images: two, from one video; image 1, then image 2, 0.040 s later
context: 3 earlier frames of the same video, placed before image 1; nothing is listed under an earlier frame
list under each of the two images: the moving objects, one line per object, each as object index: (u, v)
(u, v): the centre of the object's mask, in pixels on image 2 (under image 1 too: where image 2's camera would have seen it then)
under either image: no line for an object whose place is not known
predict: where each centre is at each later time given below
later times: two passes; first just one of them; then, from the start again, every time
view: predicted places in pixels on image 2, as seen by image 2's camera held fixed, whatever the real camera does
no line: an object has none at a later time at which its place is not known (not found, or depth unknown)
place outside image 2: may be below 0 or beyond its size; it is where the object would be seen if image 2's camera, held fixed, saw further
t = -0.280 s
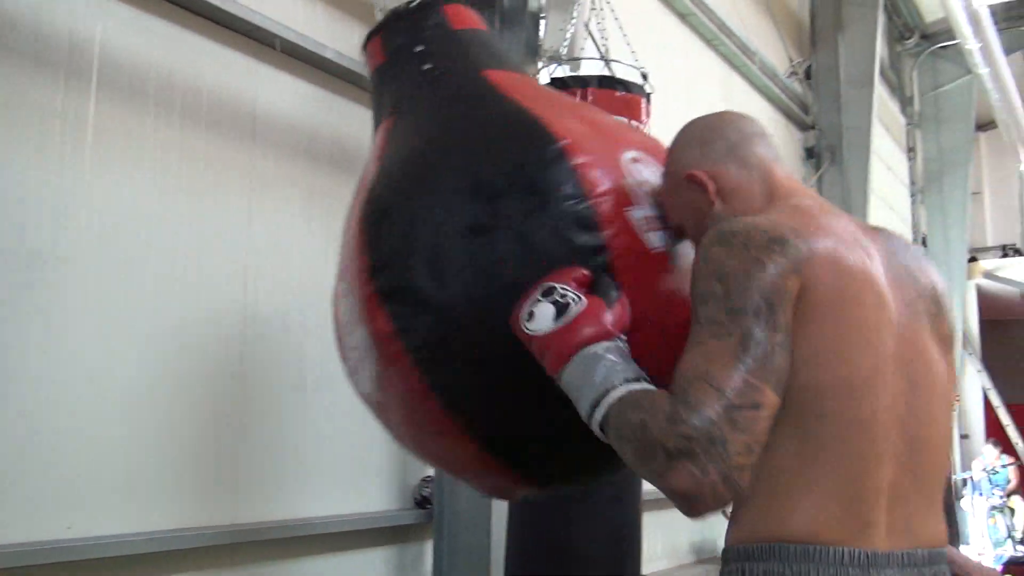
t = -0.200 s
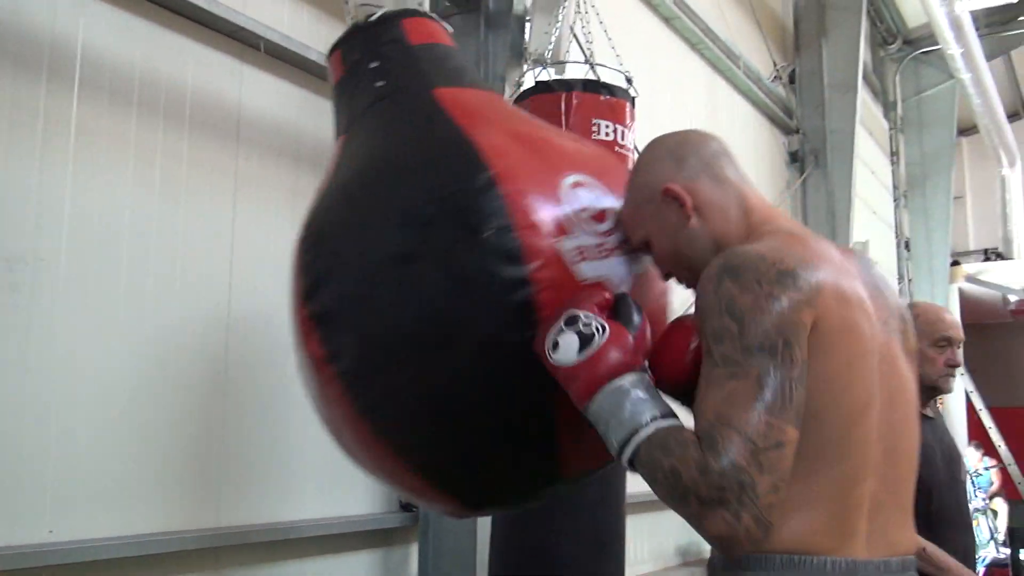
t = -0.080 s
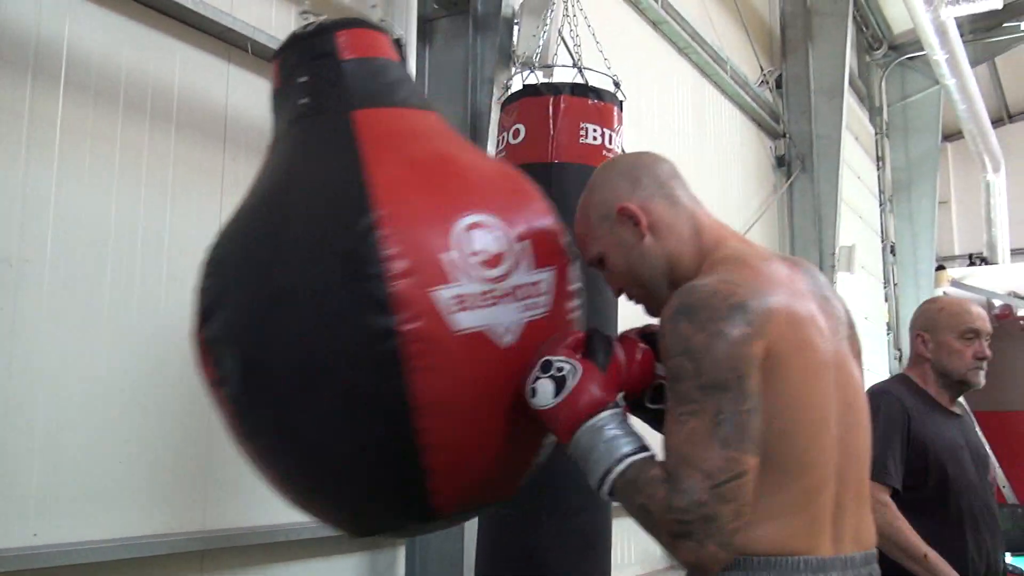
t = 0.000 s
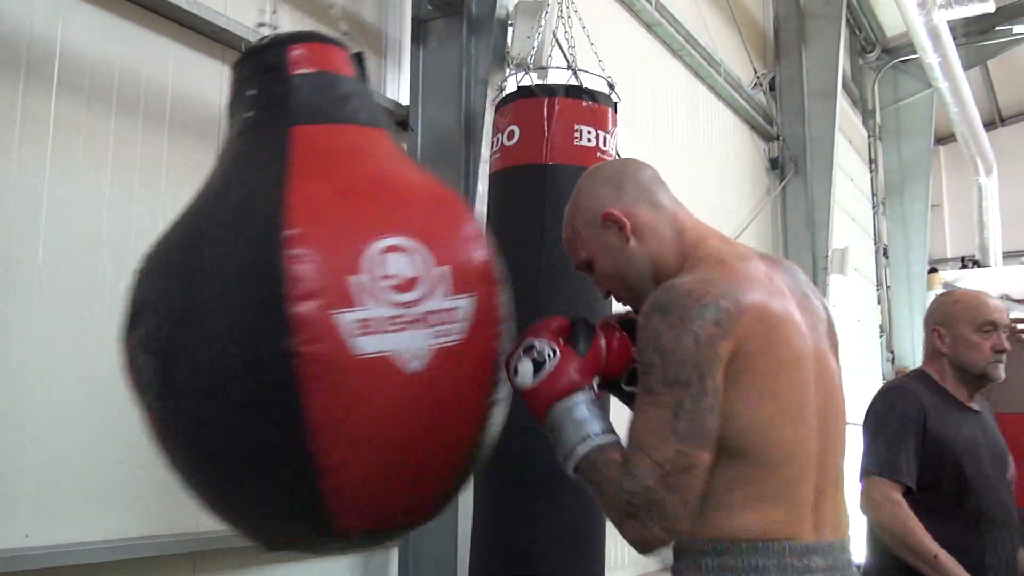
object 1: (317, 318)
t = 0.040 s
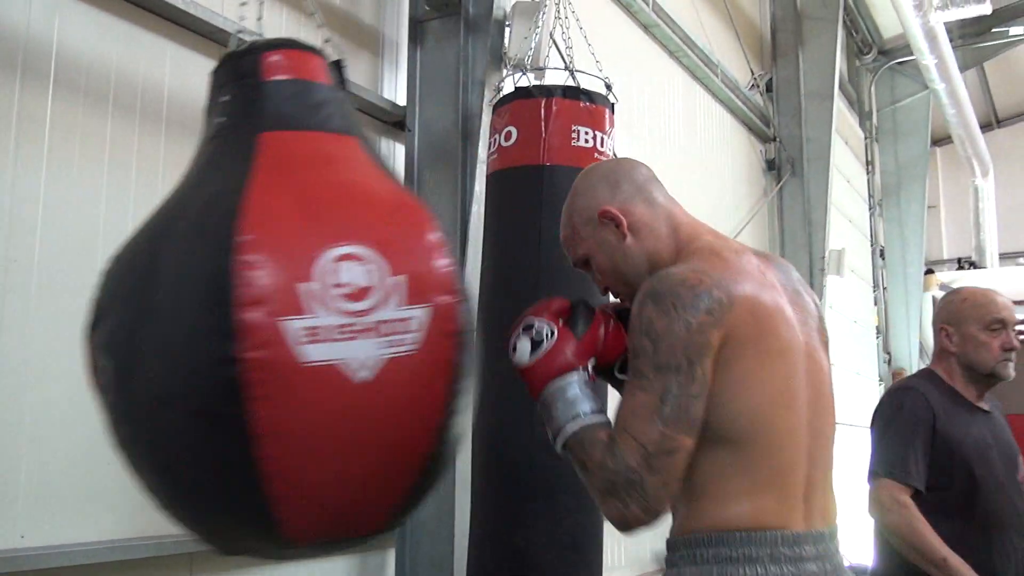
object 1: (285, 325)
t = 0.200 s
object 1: (179, 328)
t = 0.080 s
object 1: (255, 330)
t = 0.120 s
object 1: (225, 331)
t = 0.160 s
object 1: (198, 331)
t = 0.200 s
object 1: (179, 328)
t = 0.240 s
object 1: (162, 325)
